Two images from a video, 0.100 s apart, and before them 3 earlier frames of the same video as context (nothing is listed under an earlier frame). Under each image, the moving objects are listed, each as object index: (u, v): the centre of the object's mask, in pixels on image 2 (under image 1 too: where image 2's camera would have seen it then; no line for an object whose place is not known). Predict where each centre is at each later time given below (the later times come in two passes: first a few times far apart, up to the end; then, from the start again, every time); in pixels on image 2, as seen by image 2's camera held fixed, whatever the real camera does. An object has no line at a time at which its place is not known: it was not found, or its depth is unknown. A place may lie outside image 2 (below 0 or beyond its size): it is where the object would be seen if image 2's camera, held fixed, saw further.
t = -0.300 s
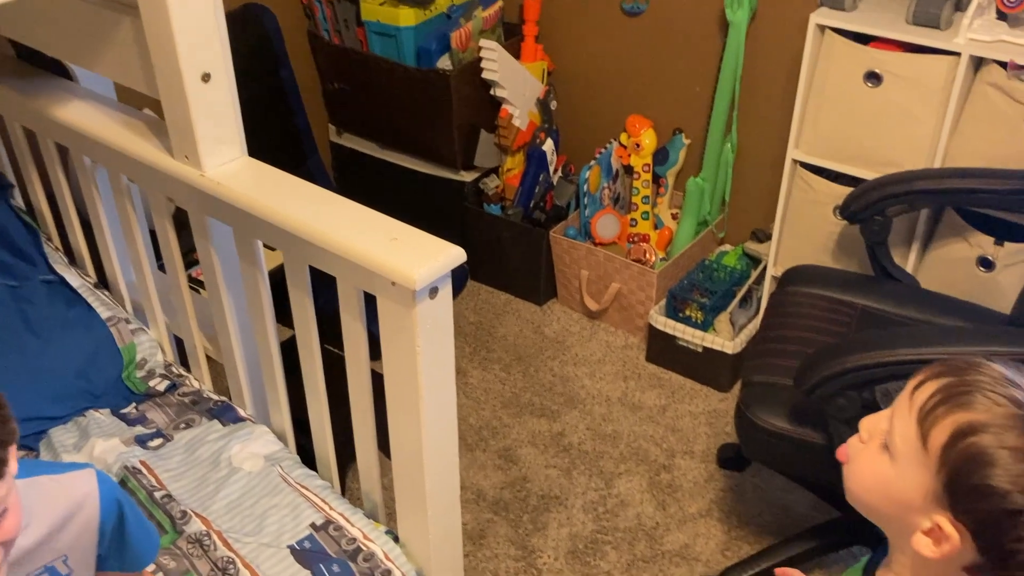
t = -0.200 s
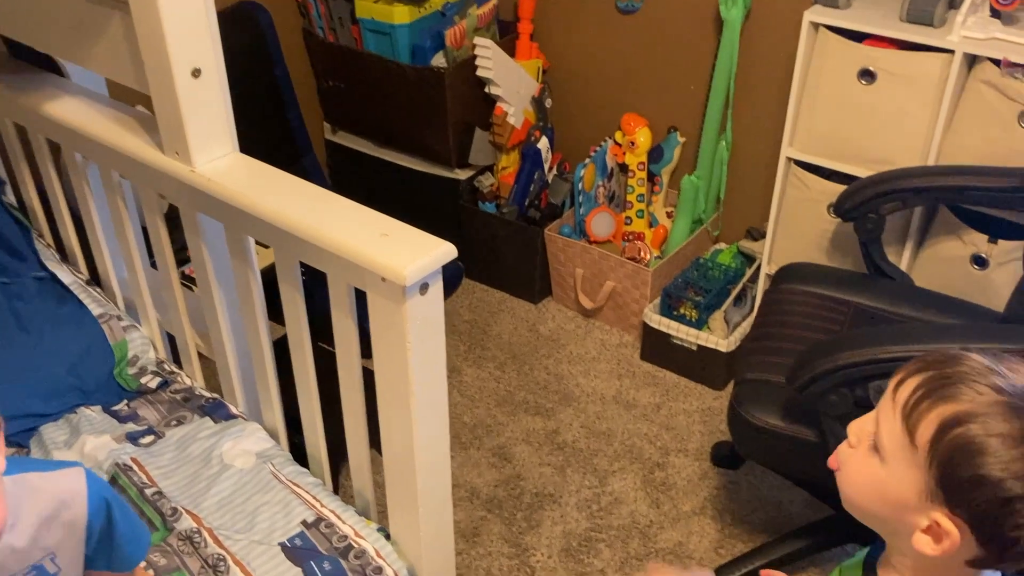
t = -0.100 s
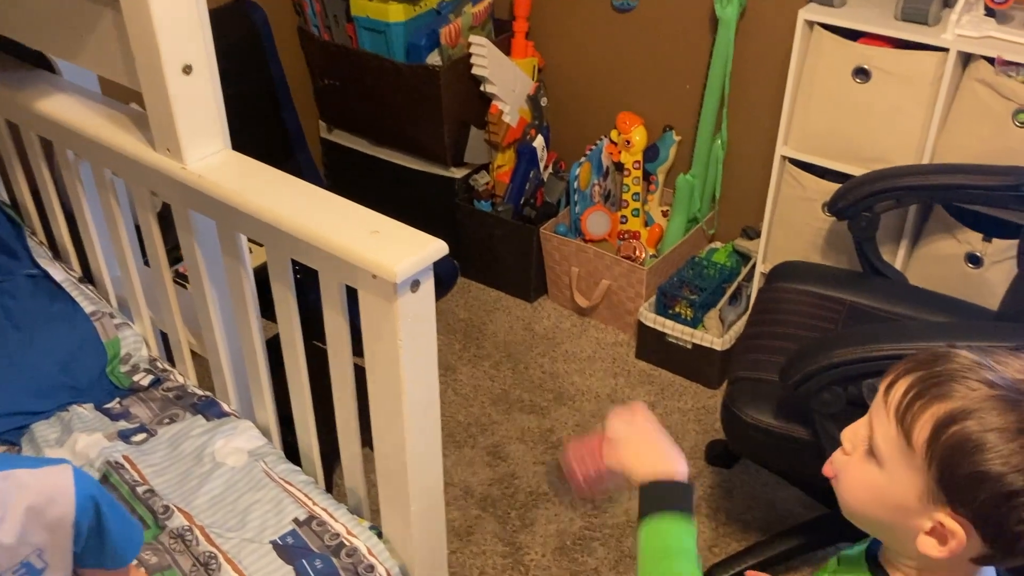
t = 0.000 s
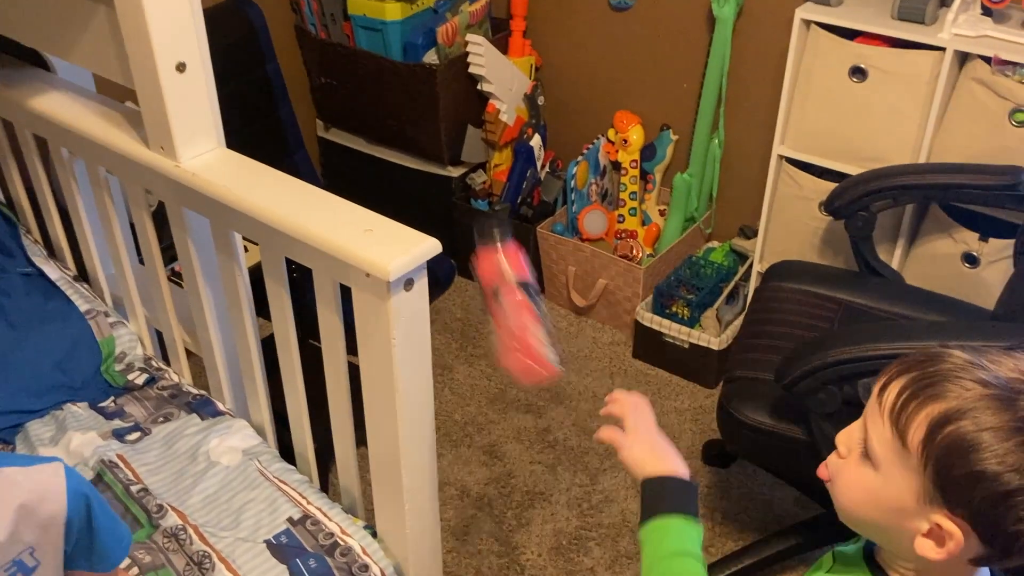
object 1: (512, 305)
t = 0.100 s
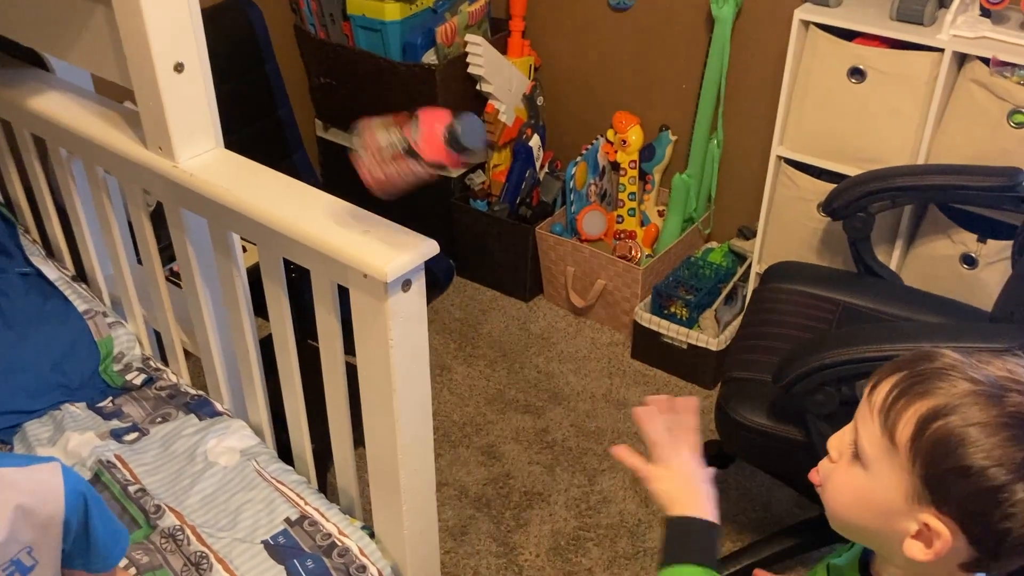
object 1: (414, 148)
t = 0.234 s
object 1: (333, 78)
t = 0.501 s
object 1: (236, 107)
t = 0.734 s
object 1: (224, 103)
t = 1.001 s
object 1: (240, 100)
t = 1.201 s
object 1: (284, 145)
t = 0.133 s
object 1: (390, 112)
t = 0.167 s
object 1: (370, 89)
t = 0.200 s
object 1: (351, 80)
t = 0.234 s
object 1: (333, 78)
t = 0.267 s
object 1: (316, 87)
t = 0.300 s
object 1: (302, 105)
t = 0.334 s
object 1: (289, 125)
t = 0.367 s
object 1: (275, 119)
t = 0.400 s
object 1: (262, 114)
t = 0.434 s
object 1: (252, 111)
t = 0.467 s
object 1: (244, 109)
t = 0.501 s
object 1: (236, 107)
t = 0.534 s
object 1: (226, 105)
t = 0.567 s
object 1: (223, 105)
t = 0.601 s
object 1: (223, 104)
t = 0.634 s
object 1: (223, 104)
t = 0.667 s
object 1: (224, 104)
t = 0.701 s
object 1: (224, 104)
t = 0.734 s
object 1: (224, 103)
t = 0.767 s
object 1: (225, 103)
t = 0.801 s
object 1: (227, 102)
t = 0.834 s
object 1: (228, 102)
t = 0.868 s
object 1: (229, 101)
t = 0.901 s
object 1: (230, 101)
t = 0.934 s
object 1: (235, 102)
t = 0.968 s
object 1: (237, 101)
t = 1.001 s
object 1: (240, 100)
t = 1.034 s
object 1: (241, 102)
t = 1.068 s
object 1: (245, 110)
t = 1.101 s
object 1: (250, 120)
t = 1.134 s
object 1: (261, 121)
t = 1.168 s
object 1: (274, 130)
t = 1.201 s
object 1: (284, 145)
